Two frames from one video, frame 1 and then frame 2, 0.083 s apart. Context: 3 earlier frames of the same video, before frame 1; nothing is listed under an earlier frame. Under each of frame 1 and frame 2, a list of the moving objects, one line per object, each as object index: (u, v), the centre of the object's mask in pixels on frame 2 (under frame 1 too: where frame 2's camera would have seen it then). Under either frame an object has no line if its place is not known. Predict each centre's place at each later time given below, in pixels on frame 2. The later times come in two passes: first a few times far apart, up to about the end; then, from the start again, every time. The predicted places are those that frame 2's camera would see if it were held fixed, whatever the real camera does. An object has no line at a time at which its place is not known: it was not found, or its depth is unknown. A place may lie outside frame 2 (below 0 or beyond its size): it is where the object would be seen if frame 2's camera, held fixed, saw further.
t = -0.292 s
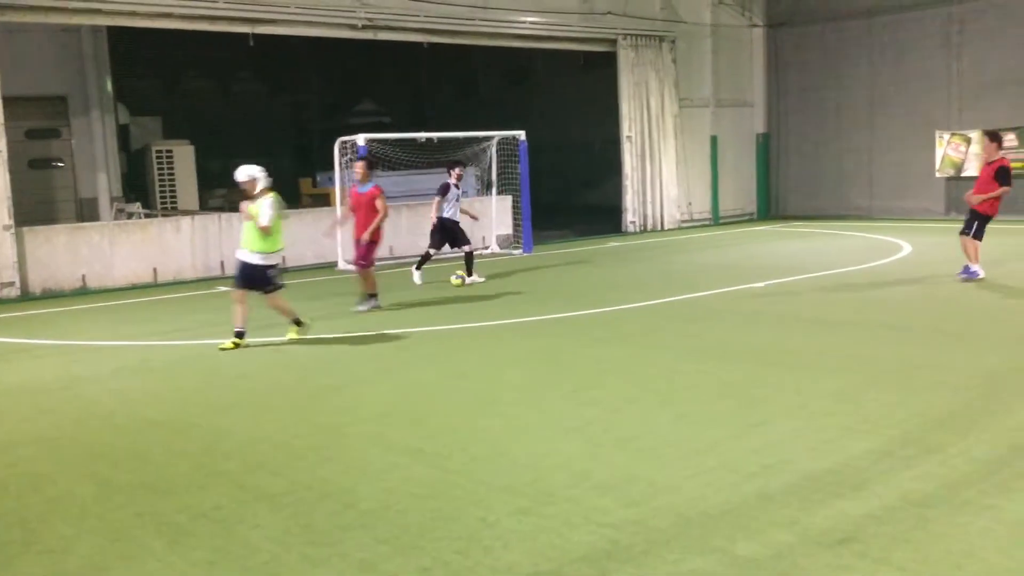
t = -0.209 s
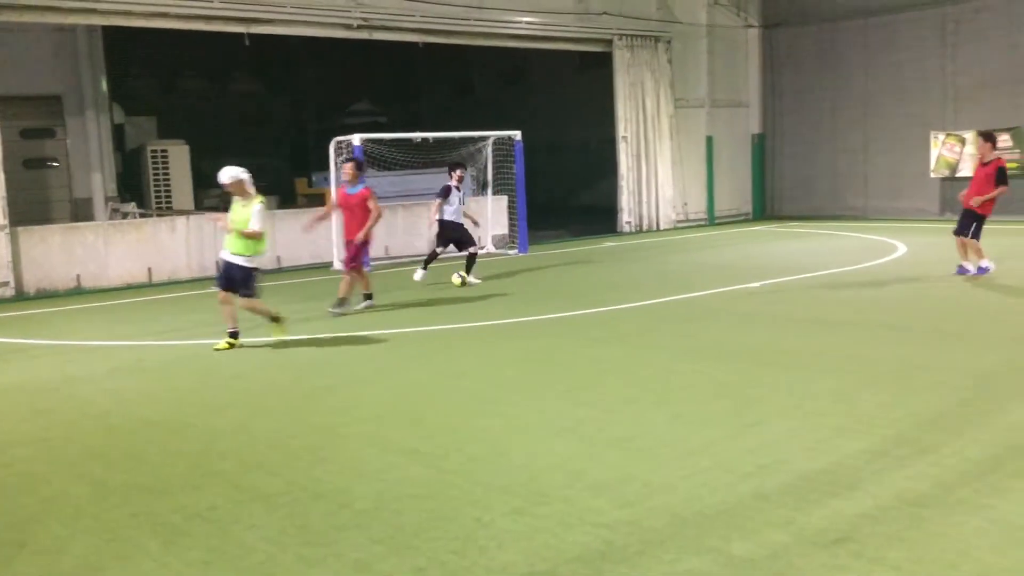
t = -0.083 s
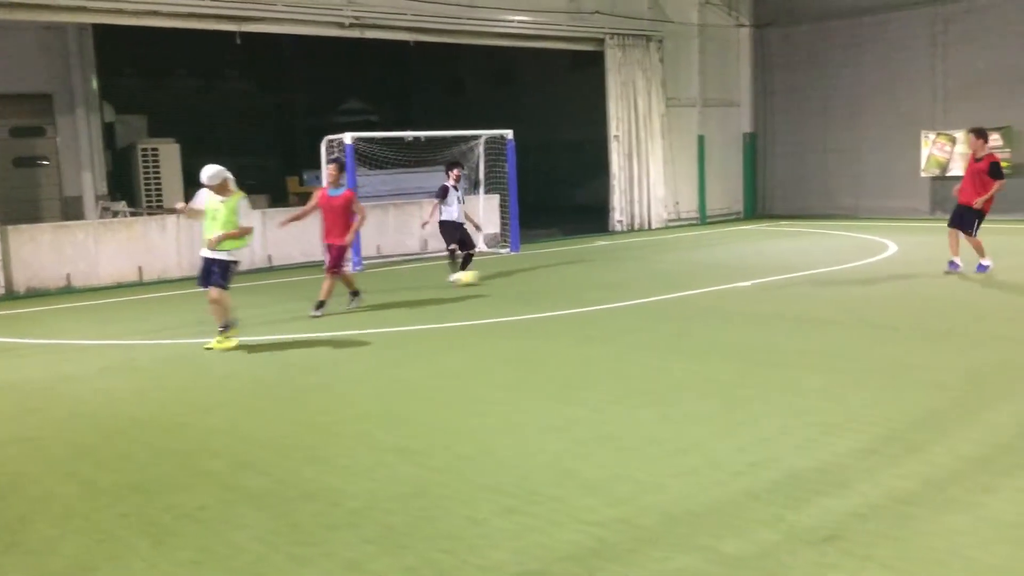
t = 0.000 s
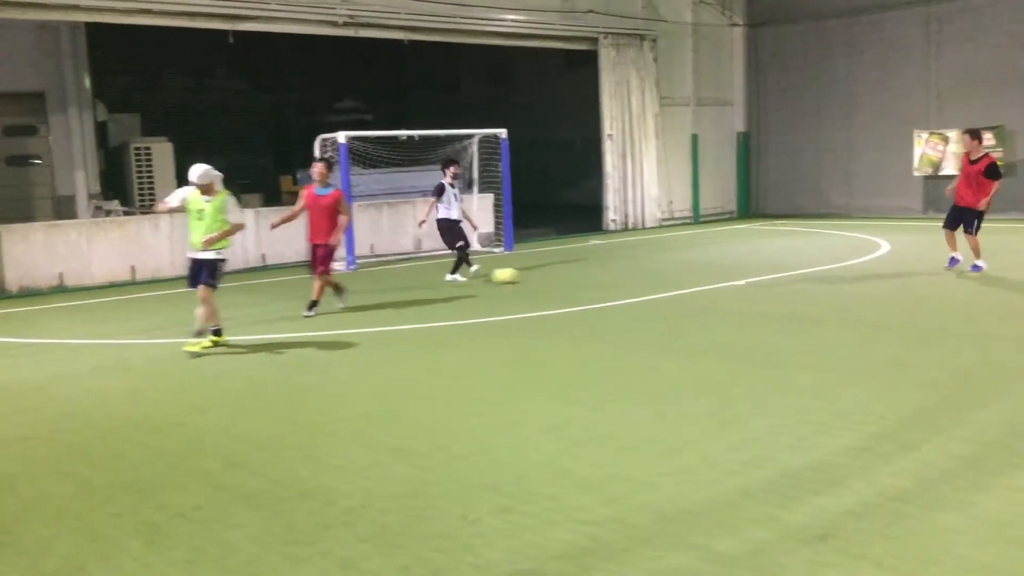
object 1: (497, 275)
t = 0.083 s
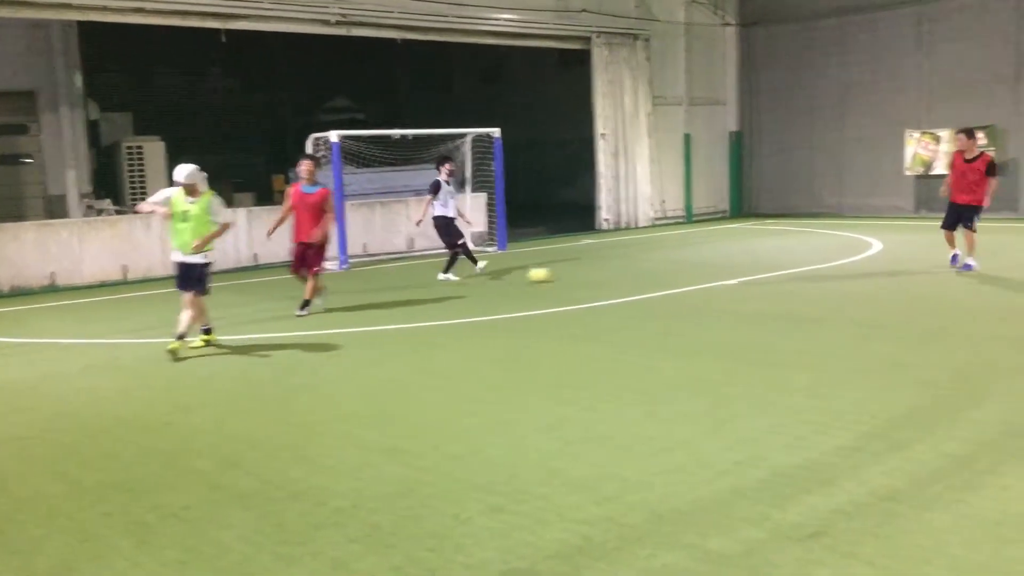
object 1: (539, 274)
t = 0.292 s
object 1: (633, 273)
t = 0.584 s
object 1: (750, 270)
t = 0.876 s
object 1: (870, 266)
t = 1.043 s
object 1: (942, 264)
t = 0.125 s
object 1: (557, 274)
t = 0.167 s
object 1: (577, 273)
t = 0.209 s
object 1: (596, 272)
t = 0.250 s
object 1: (616, 272)
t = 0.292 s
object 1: (633, 273)
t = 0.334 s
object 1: (649, 272)
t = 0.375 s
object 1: (666, 271)
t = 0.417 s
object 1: (683, 271)
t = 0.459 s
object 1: (699, 271)
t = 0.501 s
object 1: (716, 270)
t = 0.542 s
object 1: (733, 270)
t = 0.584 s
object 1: (750, 270)
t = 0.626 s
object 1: (767, 268)
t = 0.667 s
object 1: (785, 269)
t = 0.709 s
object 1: (801, 268)
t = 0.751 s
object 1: (818, 267)
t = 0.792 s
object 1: (837, 267)
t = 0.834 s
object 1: (854, 267)
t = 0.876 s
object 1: (870, 266)
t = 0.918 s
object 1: (889, 265)
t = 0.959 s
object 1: (907, 265)
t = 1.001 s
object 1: (924, 265)
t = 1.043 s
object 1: (942, 264)
